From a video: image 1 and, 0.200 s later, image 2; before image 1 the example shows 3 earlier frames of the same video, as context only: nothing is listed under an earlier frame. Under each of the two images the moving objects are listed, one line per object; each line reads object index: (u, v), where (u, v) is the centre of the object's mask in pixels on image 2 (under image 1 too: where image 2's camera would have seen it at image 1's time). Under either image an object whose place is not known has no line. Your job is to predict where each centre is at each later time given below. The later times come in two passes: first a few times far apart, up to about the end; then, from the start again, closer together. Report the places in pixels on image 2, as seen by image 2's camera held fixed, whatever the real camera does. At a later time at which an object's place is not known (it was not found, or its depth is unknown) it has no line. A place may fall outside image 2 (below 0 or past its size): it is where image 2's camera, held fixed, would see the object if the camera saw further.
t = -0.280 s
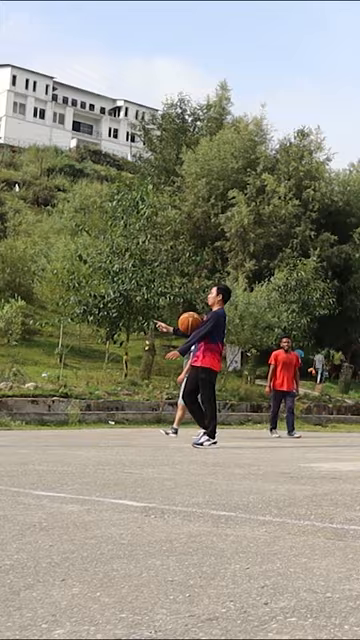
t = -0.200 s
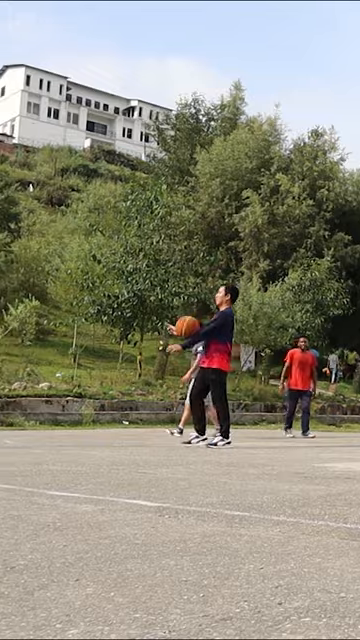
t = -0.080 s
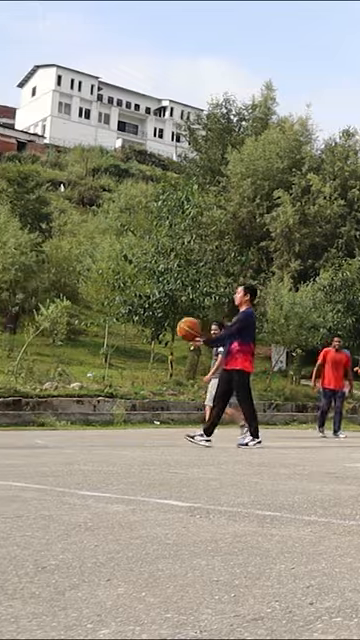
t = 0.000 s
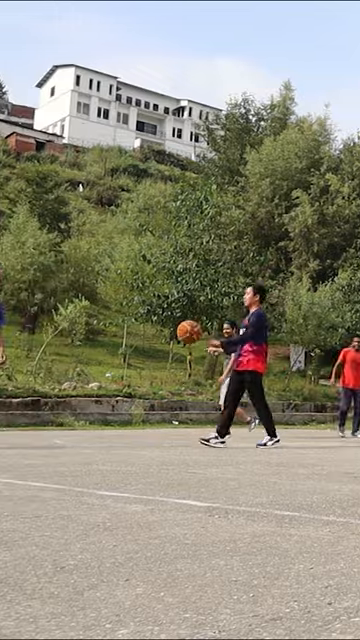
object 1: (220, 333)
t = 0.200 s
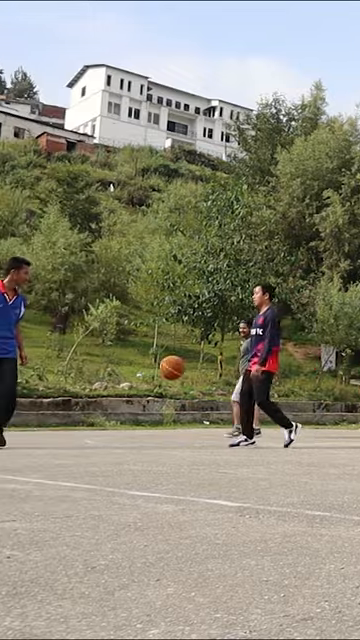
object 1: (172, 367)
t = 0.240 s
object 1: (162, 379)
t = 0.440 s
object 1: (112, 416)
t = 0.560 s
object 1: (88, 381)
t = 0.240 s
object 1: (162, 379)
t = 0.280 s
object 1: (151, 393)
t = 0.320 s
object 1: (141, 408)
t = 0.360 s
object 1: (130, 426)
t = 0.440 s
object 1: (112, 416)
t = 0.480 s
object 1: (104, 403)
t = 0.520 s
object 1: (96, 392)
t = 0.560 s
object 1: (88, 381)
